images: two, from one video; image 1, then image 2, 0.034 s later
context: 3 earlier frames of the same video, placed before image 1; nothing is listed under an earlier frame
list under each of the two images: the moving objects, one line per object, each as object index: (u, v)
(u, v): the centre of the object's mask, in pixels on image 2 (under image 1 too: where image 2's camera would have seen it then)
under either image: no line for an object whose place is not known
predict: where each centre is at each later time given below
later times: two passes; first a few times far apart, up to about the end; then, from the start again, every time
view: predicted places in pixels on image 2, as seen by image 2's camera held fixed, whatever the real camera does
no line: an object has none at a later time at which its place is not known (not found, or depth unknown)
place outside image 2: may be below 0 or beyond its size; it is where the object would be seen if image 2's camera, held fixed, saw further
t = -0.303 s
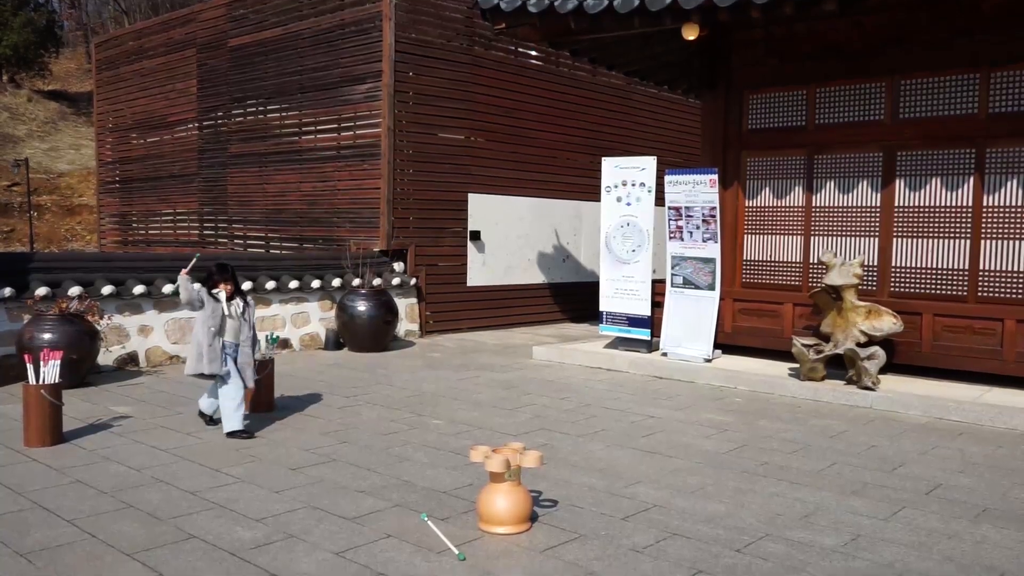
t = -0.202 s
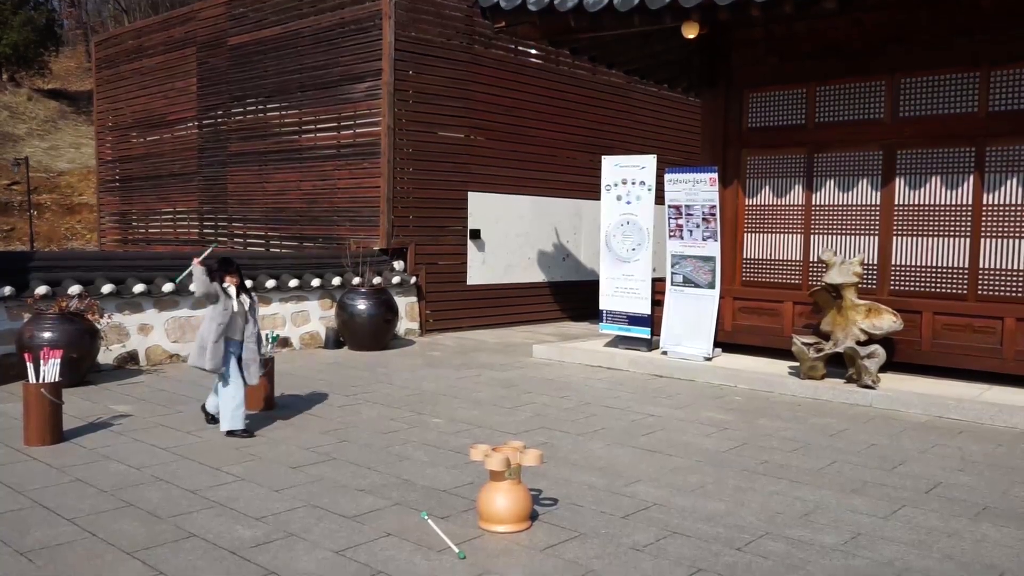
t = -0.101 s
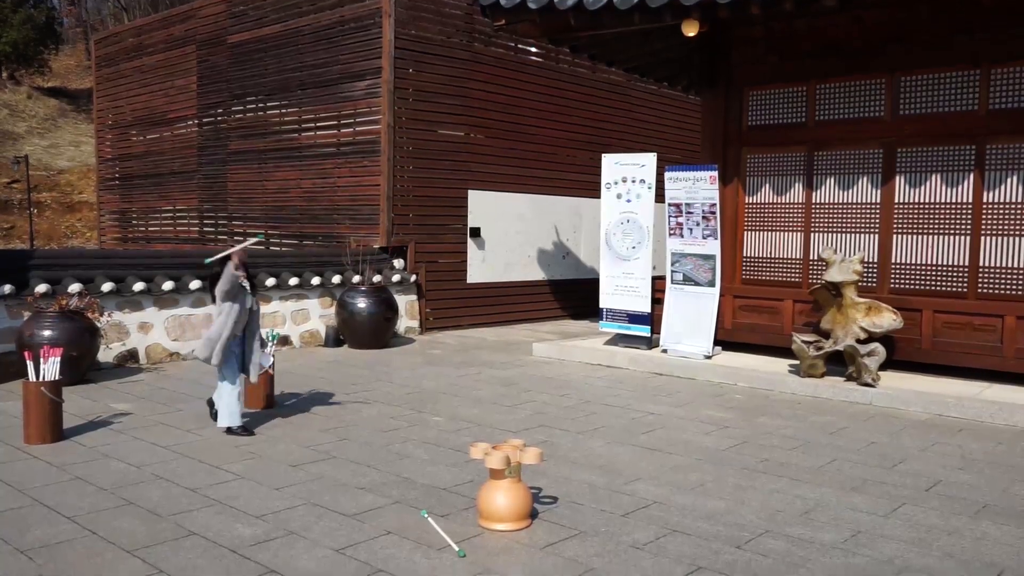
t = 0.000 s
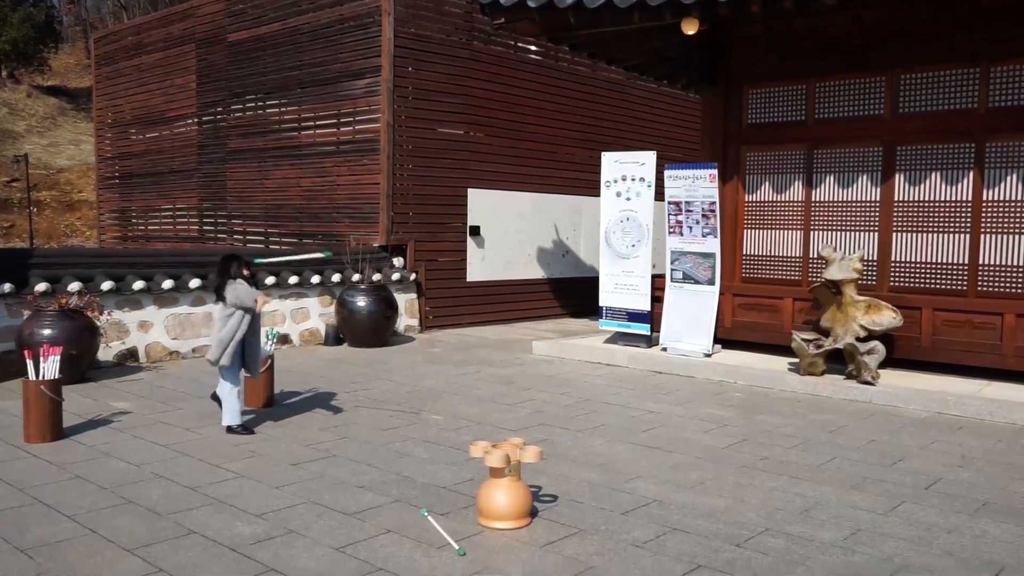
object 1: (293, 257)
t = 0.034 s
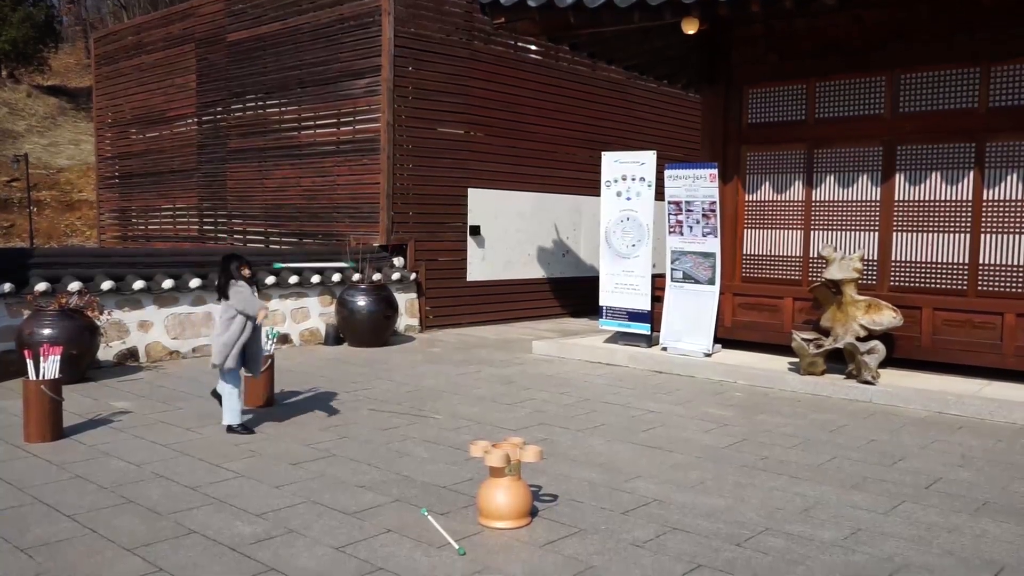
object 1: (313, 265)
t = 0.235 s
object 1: (459, 361)
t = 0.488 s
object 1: (628, 524)
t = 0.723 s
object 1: (653, 538)
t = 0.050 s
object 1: (324, 270)
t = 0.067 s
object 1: (333, 275)
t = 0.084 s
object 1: (344, 280)
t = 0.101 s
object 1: (354, 286)
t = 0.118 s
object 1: (363, 292)
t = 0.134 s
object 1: (383, 302)
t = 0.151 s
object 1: (396, 310)
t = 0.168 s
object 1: (406, 319)
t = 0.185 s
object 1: (418, 328)
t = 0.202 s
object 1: (430, 338)
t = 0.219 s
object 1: (446, 350)
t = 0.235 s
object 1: (459, 361)
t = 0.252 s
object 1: (473, 375)
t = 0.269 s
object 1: (488, 388)
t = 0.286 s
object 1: (503, 403)
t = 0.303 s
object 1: (517, 418)
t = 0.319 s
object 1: (534, 435)
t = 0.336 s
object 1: (547, 450)
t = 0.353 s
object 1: (567, 472)
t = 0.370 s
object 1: (590, 495)
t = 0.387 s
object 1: (593, 497)
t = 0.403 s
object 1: (595, 498)
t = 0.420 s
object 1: (599, 503)
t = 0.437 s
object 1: (604, 508)
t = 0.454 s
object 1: (611, 516)
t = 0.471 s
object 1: (624, 522)
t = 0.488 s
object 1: (628, 524)
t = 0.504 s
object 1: (631, 525)
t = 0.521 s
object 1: (634, 526)
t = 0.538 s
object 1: (637, 526)
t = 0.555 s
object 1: (640, 525)
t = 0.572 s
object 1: (643, 525)
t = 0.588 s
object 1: (645, 527)
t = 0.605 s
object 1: (647, 528)
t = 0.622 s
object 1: (648, 530)
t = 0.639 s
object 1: (649, 532)
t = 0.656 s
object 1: (649, 534)
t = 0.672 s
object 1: (649, 537)
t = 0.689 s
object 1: (654, 539)
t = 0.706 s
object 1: (652, 539)
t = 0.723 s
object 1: (653, 538)
